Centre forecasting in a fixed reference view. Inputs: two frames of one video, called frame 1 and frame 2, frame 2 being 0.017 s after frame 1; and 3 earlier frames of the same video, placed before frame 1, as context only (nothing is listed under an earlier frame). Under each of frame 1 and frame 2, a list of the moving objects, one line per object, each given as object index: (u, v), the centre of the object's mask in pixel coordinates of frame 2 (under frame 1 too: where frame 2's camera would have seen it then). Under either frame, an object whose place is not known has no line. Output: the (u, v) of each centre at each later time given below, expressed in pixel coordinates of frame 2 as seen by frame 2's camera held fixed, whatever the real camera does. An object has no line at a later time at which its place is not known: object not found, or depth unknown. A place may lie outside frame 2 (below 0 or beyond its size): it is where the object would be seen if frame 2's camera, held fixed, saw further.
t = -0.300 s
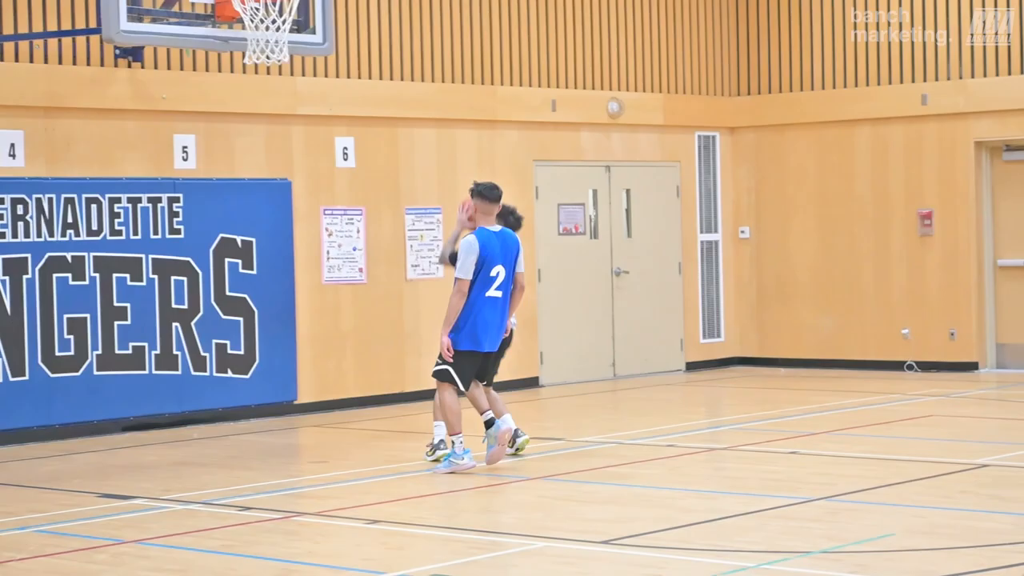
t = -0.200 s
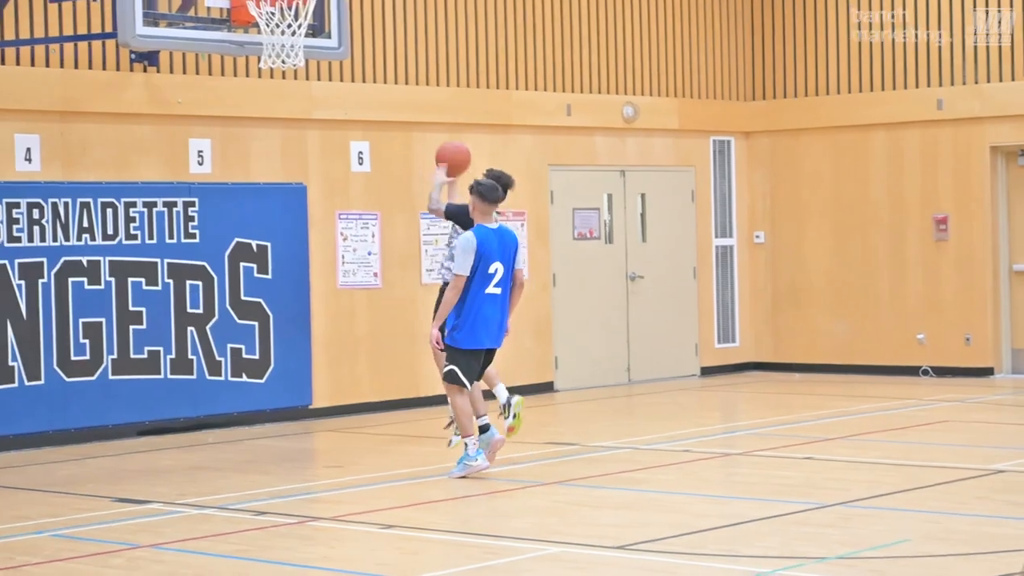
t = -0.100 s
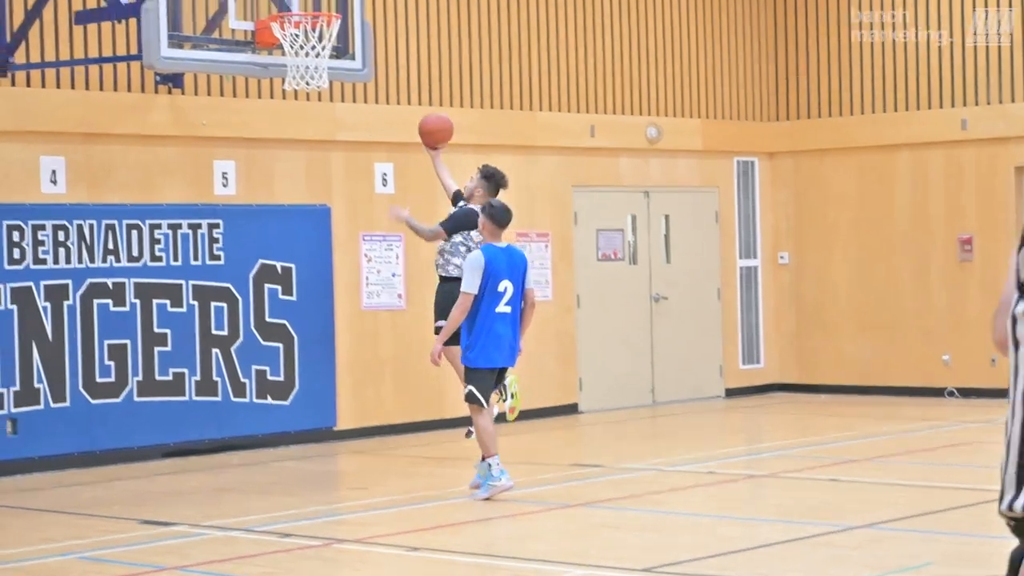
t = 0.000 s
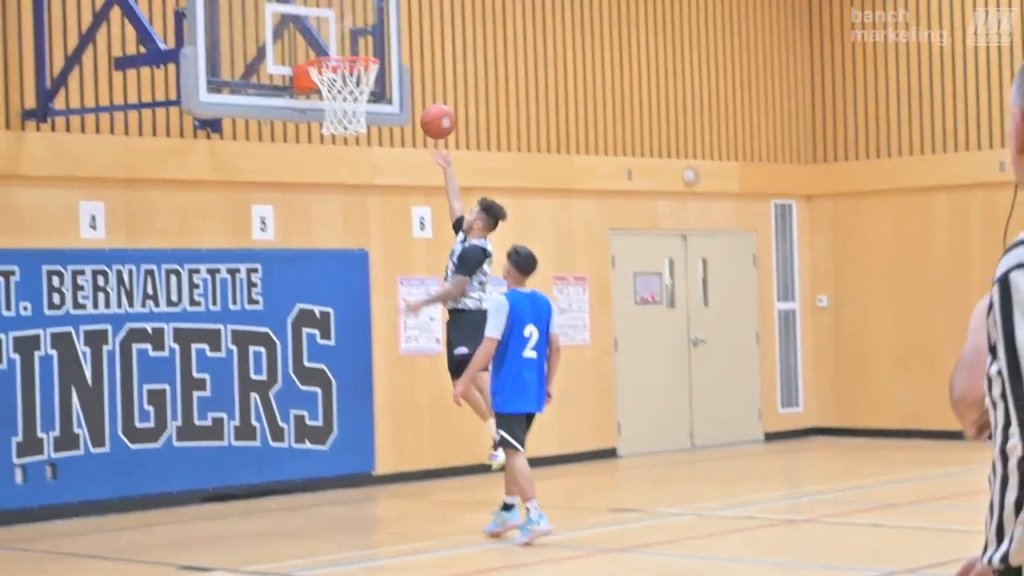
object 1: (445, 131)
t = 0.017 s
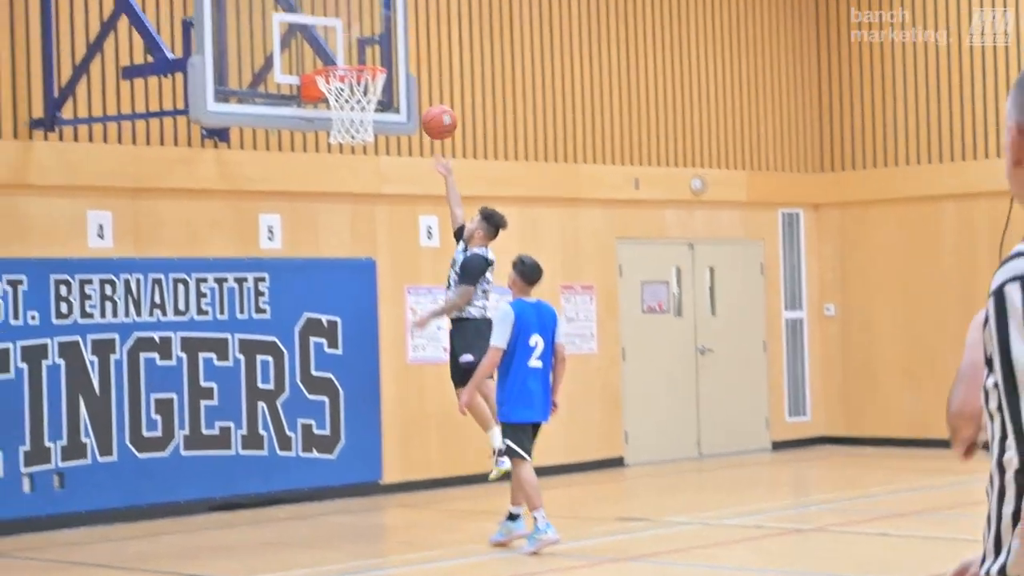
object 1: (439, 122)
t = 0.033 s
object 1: (434, 114)
